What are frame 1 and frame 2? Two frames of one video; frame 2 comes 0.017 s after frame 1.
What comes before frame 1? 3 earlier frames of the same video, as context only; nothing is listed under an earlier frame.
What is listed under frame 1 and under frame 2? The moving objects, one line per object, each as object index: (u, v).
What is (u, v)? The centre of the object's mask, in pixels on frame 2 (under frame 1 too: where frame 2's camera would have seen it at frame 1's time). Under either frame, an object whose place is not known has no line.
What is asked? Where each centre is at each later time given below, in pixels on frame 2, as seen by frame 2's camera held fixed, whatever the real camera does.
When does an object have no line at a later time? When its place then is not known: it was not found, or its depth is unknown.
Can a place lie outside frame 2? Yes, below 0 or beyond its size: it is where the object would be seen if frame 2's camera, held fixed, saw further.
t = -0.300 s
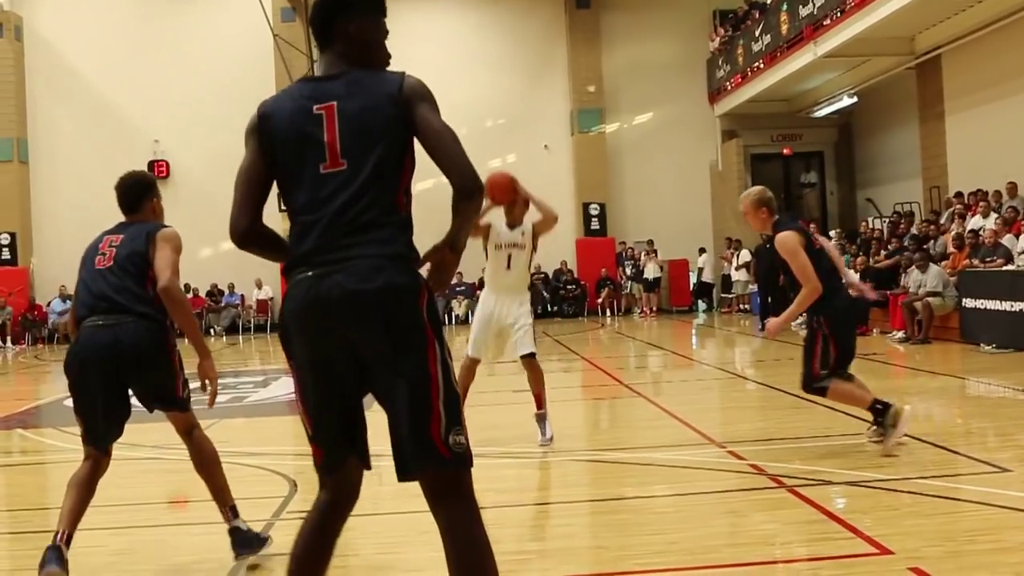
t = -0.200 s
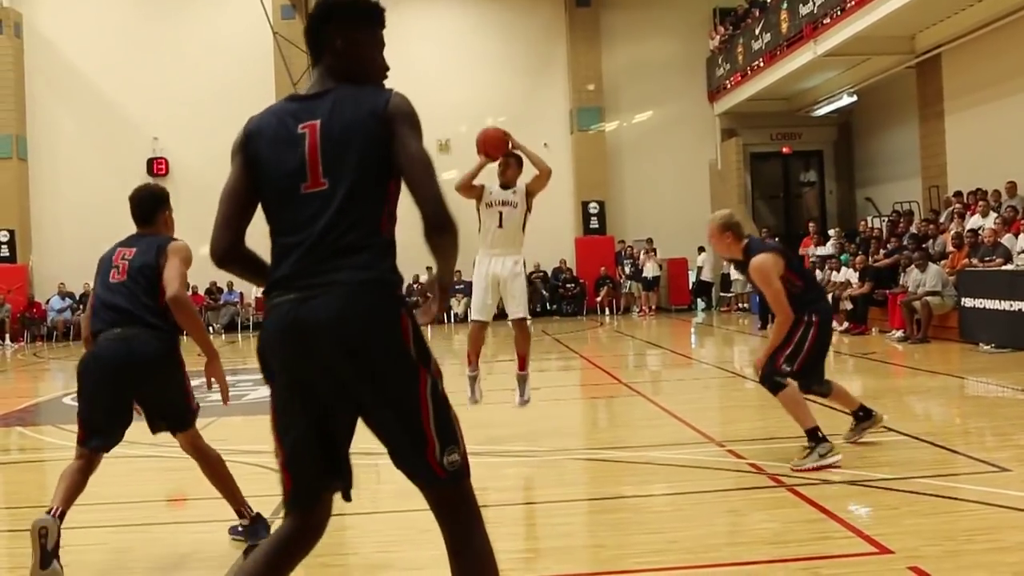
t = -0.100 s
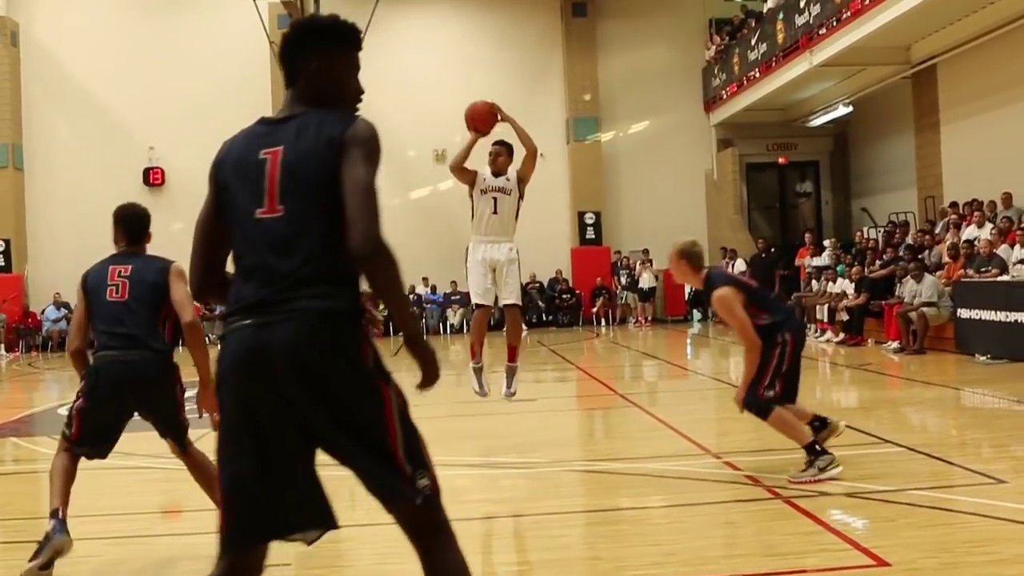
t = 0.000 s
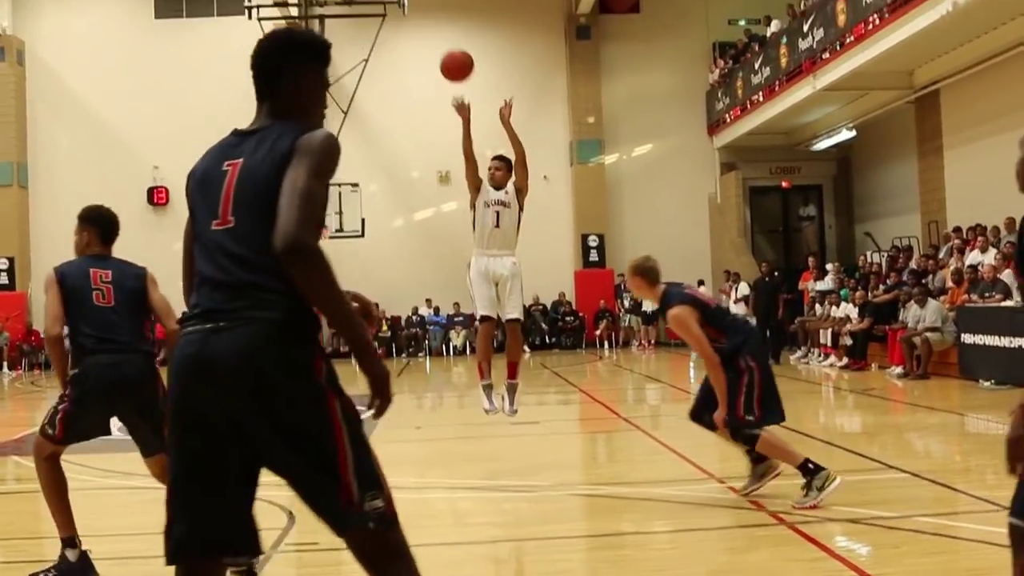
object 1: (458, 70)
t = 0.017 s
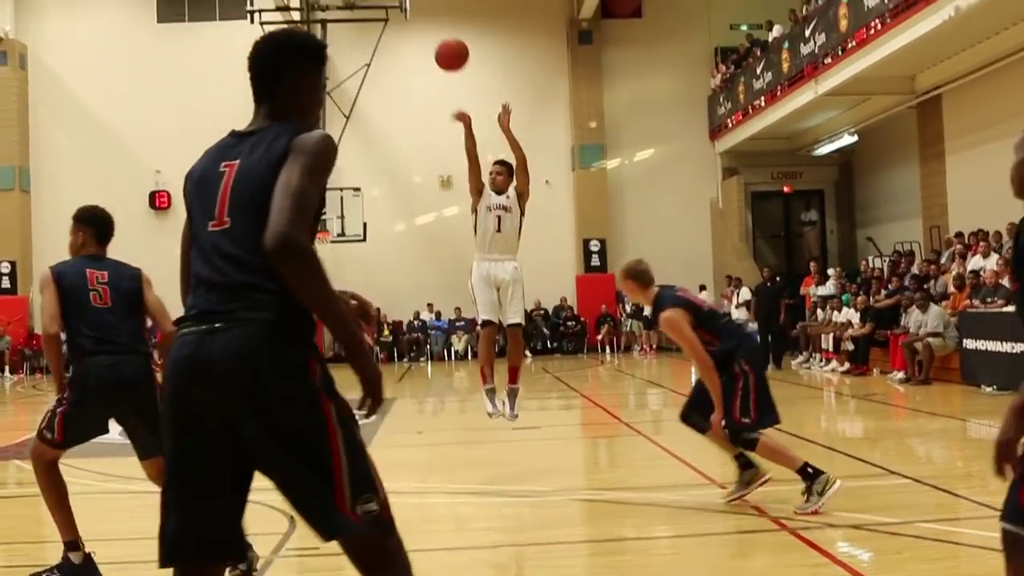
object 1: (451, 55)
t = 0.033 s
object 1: (445, 40)
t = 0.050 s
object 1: (438, 25)
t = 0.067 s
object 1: (431, 10)
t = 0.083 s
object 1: (423, -4)
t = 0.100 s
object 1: (416, -17)
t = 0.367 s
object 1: (257, -259)
